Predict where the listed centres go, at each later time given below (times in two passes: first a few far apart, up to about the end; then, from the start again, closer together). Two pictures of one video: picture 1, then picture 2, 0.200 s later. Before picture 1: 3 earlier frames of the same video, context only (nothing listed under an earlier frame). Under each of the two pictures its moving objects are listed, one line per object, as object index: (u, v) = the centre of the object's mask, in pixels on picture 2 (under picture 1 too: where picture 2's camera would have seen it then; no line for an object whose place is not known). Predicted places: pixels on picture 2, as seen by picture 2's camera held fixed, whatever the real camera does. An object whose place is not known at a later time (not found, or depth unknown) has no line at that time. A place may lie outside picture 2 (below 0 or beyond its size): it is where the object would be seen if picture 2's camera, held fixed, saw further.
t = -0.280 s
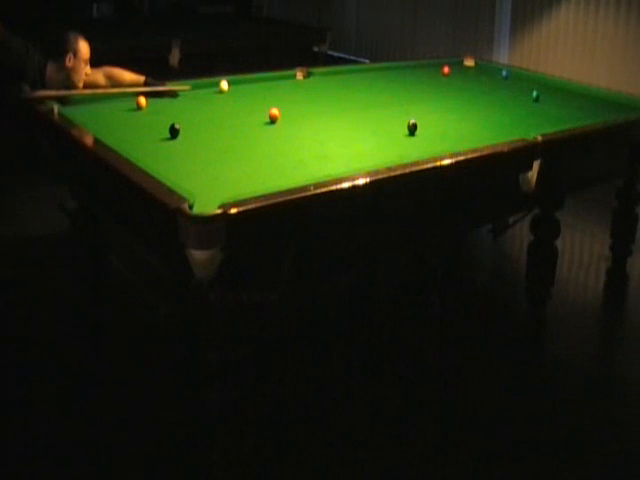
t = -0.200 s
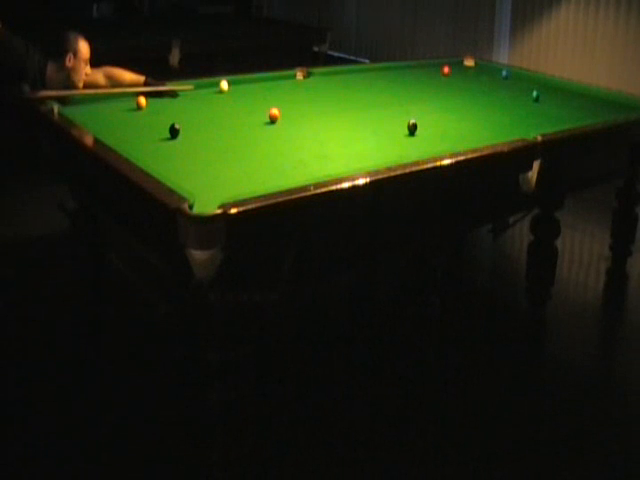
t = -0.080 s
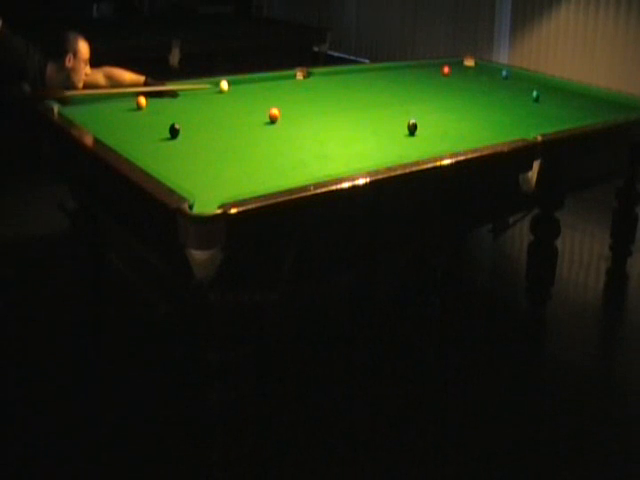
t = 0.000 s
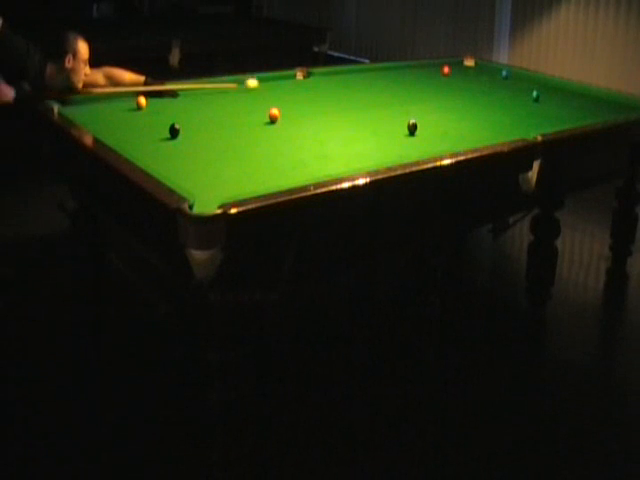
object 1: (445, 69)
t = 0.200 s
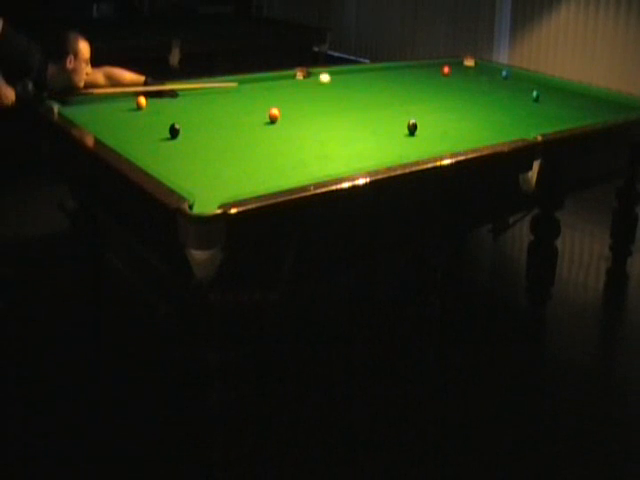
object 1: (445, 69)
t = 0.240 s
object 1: (446, 69)
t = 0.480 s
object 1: (445, 69)
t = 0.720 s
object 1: (451, 67)
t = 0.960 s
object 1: (461, 62)
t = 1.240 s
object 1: (469, 59)
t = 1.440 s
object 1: (468, 61)
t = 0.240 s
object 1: (446, 69)
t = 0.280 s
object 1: (446, 69)
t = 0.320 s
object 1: (446, 69)
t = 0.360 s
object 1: (446, 69)
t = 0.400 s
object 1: (446, 69)
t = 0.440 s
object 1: (446, 69)
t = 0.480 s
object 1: (445, 69)
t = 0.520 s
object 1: (445, 69)
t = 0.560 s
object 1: (446, 69)
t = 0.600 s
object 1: (446, 69)
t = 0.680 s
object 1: (449, 67)
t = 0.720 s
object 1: (451, 67)
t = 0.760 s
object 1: (453, 65)
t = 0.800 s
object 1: (455, 64)
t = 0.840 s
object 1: (457, 64)
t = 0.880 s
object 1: (458, 63)
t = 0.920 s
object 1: (460, 63)
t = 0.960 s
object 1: (461, 62)
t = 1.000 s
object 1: (462, 61)
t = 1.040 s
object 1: (464, 61)
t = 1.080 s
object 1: (466, 60)
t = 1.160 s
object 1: (469, 60)
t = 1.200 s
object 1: (467, 59)
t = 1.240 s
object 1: (469, 59)
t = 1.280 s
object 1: (469, 59)
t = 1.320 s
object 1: (469, 59)
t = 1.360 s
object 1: (469, 59)
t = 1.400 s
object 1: (468, 60)
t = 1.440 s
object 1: (468, 61)
